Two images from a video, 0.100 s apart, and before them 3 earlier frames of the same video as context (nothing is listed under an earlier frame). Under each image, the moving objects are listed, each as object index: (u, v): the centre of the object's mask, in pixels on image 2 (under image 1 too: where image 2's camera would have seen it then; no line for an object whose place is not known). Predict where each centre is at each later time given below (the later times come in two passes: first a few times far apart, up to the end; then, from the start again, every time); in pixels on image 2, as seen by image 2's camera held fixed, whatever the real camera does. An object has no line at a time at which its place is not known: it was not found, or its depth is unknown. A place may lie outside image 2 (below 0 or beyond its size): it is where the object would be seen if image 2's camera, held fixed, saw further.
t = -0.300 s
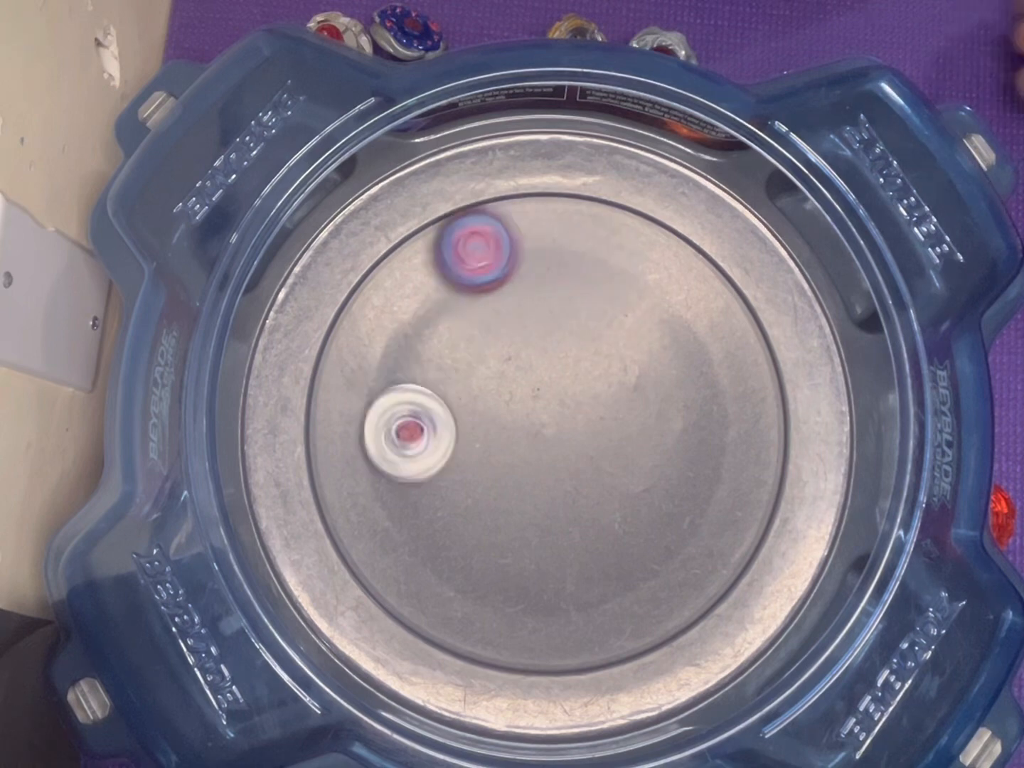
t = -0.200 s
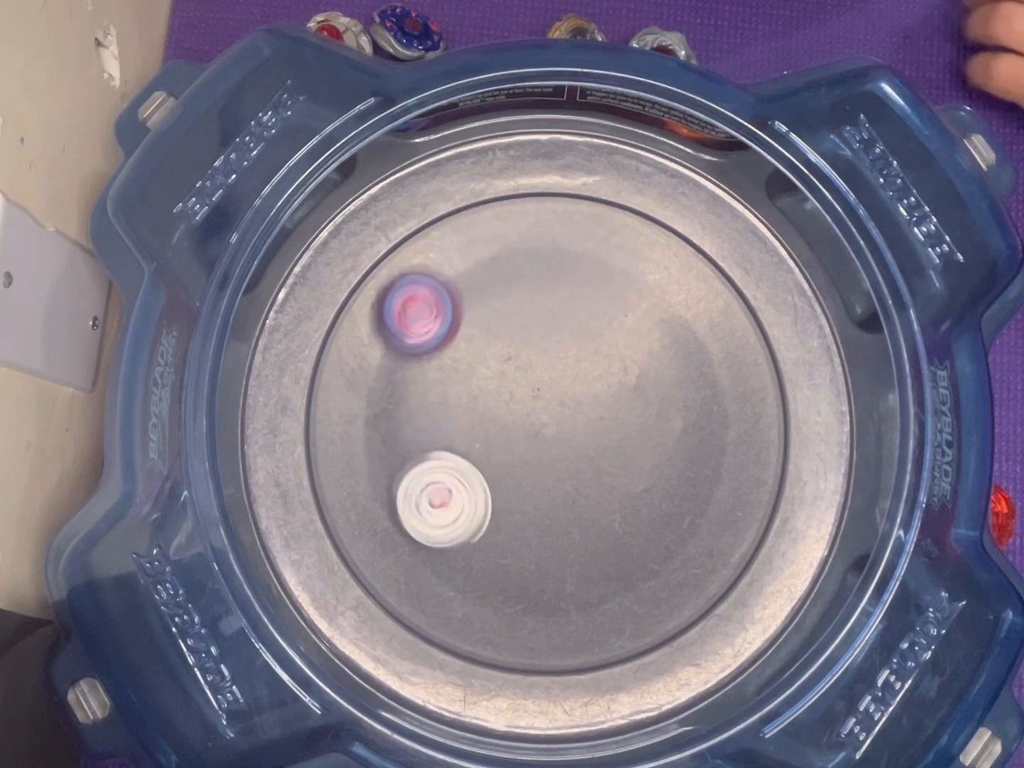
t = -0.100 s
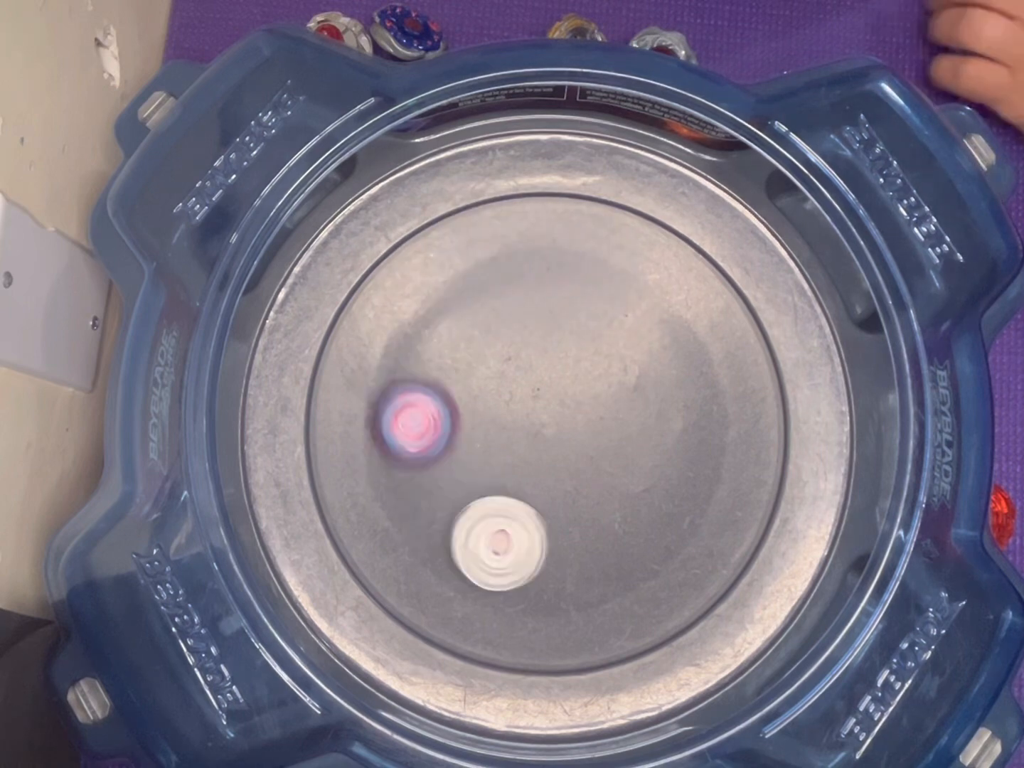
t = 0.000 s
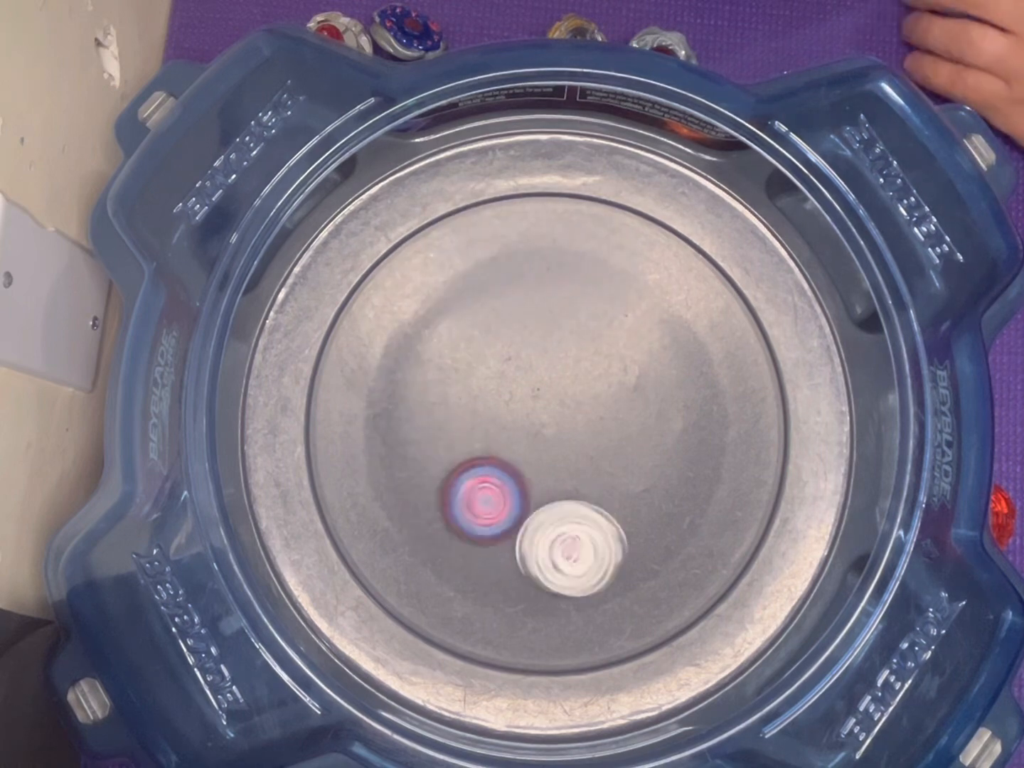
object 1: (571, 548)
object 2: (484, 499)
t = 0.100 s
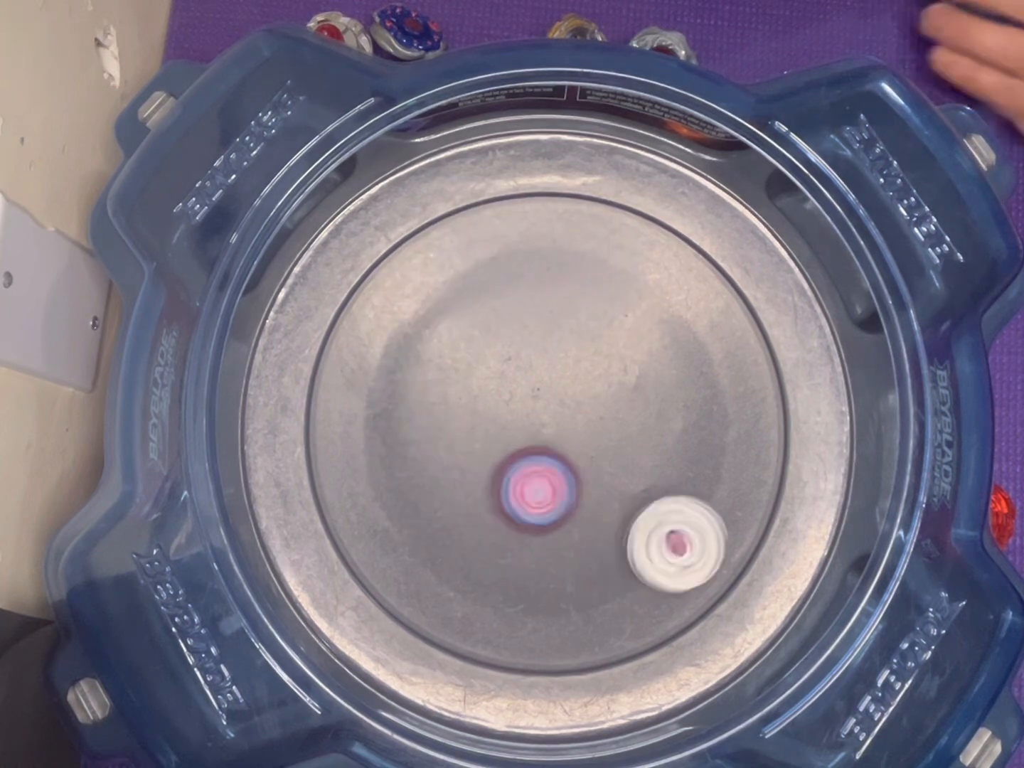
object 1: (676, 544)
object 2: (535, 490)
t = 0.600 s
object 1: (614, 348)
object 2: (521, 285)
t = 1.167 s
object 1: (677, 539)
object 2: (433, 626)
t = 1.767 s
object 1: (389, 281)
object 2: (570, 445)
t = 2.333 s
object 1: (505, 442)
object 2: (597, 485)
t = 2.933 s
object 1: (487, 352)
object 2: (579, 376)
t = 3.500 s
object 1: (565, 479)
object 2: (596, 585)
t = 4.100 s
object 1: (488, 388)
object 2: (376, 435)
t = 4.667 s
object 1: (623, 388)
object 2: (512, 428)
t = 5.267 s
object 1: (578, 492)
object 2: (498, 374)
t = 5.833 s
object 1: (546, 494)
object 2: (624, 400)
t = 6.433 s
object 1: (460, 415)
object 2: (531, 509)
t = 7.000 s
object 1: (586, 332)
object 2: (506, 464)
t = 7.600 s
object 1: (621, 470)
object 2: (455, 430)
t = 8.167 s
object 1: (501, 481)
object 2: (603, 386)
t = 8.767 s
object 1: (503, 371)
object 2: (545, 460)
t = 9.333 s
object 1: (597, 411)
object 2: (521, 463)
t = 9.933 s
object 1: (556, 458)
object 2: (512, 365)
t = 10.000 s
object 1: (542, 454)
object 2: (523, 364)
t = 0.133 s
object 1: (698, 529)
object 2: (562, 484)
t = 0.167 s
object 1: (713, 512)
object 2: (589, 475)
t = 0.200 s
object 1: (724, 494)
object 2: (613, 461)
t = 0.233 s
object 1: (730, 474)
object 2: (635, 442)
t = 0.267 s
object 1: (736, 456)
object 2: (650, 418)
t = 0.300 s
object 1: (744, 443)
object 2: (654, 392)
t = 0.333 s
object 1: (745, 427)
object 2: (653, 365)
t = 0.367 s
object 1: (743, 410)
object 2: (650, 339)
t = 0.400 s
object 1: (739, 392)
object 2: (646, 316)
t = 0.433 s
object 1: (729, 375)
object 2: (634, 295)
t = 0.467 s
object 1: (713, 361)
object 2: (616, 278)
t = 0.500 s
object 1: (692, 351)
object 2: (593, 268)
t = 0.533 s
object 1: (668, 346)
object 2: (570, 265)
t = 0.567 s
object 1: (641, 345)
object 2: (544, 271)
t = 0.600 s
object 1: (614, 348)
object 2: (521, 285)
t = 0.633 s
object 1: (586, 355)
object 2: (501, 305)
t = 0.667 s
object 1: (571, 369)
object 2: (473, 319)
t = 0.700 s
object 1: (563, 393)
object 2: (436, 328)
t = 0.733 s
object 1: (555, 414)
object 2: (413, 343)
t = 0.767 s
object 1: (548, 436)
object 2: (397, 366)
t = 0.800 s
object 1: (542, 455)
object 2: (391, 395)
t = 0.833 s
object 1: (538, 472)
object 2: (391, 428)
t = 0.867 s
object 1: (536, 488)
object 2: (398, 461)
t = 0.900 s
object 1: (536, 503)
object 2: (410, 492)
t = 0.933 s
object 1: (536, 517)
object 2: (429, 523)
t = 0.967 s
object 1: (553, 531)
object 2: (431, 542)
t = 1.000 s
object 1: (586, 546)
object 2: (410, 556)
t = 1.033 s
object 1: (612, 556)
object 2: (398, 571)
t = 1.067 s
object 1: (633, 561)
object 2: (397, 583)
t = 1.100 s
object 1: (652, 560)
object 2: (404, 598)
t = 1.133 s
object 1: (667, 552)
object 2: (418, 613)
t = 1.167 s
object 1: (677, 539)
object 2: (433, 626)
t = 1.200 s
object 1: (684, 523)
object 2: (455, 631)
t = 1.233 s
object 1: (685, 503)
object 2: (479, 632)
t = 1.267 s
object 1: (681, 482)
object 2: (501, 625)
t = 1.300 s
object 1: (671, 461)
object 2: (522, 611)
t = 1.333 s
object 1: (656, 442)
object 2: (544, 592)
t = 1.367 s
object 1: (637, 425)
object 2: (563, 569)
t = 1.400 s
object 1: (616, 412)
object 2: (578, 543)
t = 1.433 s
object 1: (594, 403)
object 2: (585, 515)
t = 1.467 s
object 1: (574, 396)
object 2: (589, 488)
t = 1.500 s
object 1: (551, 360)
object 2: (590, 505)
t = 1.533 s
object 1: (527, 329)
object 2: (590, 518)
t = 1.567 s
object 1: (503, 303)
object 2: (588, 521)
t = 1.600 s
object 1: (480, 287)
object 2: (586, 517)
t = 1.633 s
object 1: (460, 278)
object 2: (586, 509)
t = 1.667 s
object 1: (442, 274)
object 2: (587, 495)
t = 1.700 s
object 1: (424, 275)
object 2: (584, 479)
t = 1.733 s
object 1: (407, 278)
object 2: (579, 461)
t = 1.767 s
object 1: (389, 281)
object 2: (570, 445)
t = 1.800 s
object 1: (376, 285)
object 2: (558, 431)
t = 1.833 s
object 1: (361, 291)
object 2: (542, 420)
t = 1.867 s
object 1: (354, 305)
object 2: (526, 413)
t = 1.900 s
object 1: (349, 323)
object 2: (509, 407)
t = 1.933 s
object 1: (347, 341)
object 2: (492, 405)
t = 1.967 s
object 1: (350, 359)
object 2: (476, 407)
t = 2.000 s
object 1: (359, 377)
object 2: (461, 412)
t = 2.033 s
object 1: (367, 390)
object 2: (454, 423)
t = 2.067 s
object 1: (371, 400)
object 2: (464, 440)
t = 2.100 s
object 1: (378, 413)
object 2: (471, 457)
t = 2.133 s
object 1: (393, 427)
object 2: (479, 471)
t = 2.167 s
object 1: (411, 438)
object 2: (493, 483)
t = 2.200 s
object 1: (428, 444)
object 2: (515, 494)
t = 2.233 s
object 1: (448, 448)
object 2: (535, 497)
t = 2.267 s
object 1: (469, 449)
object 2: (555, 496)
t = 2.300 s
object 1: (490, 449)
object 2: (573, 489)
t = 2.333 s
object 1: (505, 442)
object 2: (597, 485)
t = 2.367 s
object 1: (514, 429)
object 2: (634, 486)
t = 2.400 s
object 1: (524, 418)
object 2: (661, 481)
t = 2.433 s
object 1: (534, 407)
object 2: (681, 468)
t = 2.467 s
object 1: (545, 395)
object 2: (694, 453)
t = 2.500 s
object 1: (554, 384)
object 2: (706, 434)
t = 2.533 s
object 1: (561, 373)
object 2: (711, 414)
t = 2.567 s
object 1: (566, 363)
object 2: (712, 393)
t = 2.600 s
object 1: (571, 353)
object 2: (707, 374)
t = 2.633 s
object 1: (574, 343)
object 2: (697, 357)
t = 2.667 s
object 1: (576, 333)
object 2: (683, 343)
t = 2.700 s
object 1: (574, 324)
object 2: (667, 334)
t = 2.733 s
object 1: (562, 313)
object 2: (665, 331)
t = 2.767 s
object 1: (549, 306)
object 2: (654, 329)
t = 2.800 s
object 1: (535, 305)
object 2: (637, 330)
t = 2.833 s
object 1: (521, 310)
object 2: (620, 336)
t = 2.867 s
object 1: (509, 321)
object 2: (602, 346)
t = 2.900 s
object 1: (499, 335)
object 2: (587, 359)
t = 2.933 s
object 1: (487, 352)
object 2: (579, 376)
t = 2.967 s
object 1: (478, 371)
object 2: (572, 395)
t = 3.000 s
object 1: (473, 391)
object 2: (564, 413)
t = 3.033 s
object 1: (470, 410)
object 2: (558, 432)
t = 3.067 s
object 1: (469, 426)
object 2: (555, 451)
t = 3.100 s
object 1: (460, 437)
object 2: (564, 477)
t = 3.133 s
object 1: (456, 446)
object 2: (569, 496)
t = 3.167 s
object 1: (457, 458)
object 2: (573, 513)
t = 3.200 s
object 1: (458, 468)
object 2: (575, 526)
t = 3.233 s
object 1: (460, 479)
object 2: (575, 541)
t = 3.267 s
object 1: (467, 490)
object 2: (576, 556)
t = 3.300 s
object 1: (478, 500)
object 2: (577, 568)
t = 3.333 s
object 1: (492, 506)
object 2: (580, 580)
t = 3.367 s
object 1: (507, 507)
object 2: (583, 589)
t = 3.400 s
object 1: (521, 506)
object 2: (588, 594)
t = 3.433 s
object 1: (538, 501)
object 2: (592, 596)
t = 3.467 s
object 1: (553, 491)
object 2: (595, 594)
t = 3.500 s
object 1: (565, 479)
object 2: (596, 585)
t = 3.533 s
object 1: (572, 465)
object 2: (593, 573)
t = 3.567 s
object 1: (579, 450)
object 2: (587, 561)
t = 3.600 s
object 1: (584, 435)
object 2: (580, 547)
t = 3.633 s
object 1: (585, 420)
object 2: (570, 534)
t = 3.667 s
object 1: (584, 405)
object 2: (559, 520)
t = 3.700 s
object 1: (580, 391)
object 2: (547, 509)
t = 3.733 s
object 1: (575, 380)
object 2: (533, 497)
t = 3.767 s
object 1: (569, 368)
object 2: (520, 487)
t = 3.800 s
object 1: (561, 359)
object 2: (504, 476)
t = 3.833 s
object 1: (550, 352)
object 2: (491, 466)
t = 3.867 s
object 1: (539, 347)
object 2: (477, 458)
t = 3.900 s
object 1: (529, 345)
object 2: (462, 449)
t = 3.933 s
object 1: (517, 344)
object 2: (449, 443)
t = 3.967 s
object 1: (504, 347)
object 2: (435, 437)
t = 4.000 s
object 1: (493, 355)
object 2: (422, 432)
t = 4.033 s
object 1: (484, 366)
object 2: (410, 429)
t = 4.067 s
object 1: (480, 379)
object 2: (401, 428)
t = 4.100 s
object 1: (488, 388)
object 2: (376, 435)
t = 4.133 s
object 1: (501, 398)
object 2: (350, 445)
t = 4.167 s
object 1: (516, 408)
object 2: (333, 453)
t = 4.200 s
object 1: (533, 414)
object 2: (323, 460)
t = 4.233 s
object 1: (546, 419)
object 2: (319, 469)
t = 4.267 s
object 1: (561, 423)
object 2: (330, 479)
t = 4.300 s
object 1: (575, 425)
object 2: (339, 486)
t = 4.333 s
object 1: (587, 423)
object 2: (351, 489)
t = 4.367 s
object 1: (596, 424)
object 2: (363, 491)
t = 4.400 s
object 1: (606, 423)
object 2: (378, 489)
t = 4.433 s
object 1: (617, 420)
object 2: (395, 487)
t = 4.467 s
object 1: (623, 415)
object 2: (413, 483)
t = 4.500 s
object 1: (629, 412)
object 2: (431, 478)
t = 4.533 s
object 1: (635, 407)
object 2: (449, 470)
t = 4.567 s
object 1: (636, 399)
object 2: (464, 461)
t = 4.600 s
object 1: (634, 394)
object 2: (482, 450)
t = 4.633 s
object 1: (631, 392)
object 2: (497, 439)
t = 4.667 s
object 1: (623, 388)
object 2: (512, 428)
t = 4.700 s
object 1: (614, 388)
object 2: (526, 417)
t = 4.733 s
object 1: (618, 389)
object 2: (514, 409)
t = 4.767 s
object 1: (621, 388)
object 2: (508, 402)
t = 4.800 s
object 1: (619, 388)
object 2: (510, 394)
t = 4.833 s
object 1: (615, 390)
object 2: (516, 384)
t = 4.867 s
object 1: (612, 394)
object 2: (522, 375)
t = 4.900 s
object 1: (611, 397)
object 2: (517, 363)
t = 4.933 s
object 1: (607, 404)
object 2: (513, 352)
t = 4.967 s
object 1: (605, 413)
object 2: (510, 344)
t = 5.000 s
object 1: (601, 420)
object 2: (505, 338)
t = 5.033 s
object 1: (595, 429)
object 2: (499, 334)
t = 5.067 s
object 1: (591, 439)
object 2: (494, 333)
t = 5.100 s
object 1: (588, 448)
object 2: (490, 334)
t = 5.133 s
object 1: (584, 458)
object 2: (487, 339)
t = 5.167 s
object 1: (582, 469)
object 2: (486, 347)
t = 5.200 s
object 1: (582, 477)
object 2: (487, 356)
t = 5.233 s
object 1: (580, 485)
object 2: (492, 365)
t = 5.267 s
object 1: (578, 492)
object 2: (498, 374)
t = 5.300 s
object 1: (580, 498)
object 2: (505, 384)
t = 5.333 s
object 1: (578, 502)
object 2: (513, 392)
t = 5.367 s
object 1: (577, 506)
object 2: (522, 401)
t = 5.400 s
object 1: (577, 507)
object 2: (532, 408)
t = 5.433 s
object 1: (574, 505)
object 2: (543, 414)
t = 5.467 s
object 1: (570, 508)
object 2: (554, 413)
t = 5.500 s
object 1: (571, 518)
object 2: (562, 408)
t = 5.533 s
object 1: (568, 524)
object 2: (570, 408)
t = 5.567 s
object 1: (568, 531)
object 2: (580, 409)
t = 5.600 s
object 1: (569, 533)
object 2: (591, 409)
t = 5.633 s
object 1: (568, 532)
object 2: (599, 410)
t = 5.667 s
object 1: (569, 529)
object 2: (608, 409)
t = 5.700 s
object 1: (567, 525)
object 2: (615, 407)
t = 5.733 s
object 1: (563, 519)
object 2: (620, 406)
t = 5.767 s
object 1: (560, 510)
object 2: (624, 404)
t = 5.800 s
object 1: (554, 502)
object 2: (624, 402)
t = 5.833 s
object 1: (546, 494)
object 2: (624, 400)
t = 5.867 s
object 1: (539, 483)
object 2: (620, 398)
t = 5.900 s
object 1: (529, 473)
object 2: (615, 399)
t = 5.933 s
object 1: (520, 464)
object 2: (608, 400)
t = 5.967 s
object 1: (510, 454)
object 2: (599, 404)
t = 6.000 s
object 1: (499, 446)
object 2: (590, 409)
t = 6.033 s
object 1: (492, 440)
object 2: (582, 415)
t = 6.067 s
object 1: (483, 433)
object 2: (574, 422)
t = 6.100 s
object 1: (476, 429)
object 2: (567, 430)
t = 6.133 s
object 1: (469, 423)
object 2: (560, 438)
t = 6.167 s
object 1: (461, 418)
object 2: (554, 446)
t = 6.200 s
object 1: (457, 416)
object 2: (548, 454)
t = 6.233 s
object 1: (451, 413)
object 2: (543, 463)
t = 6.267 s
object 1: (446, 413)
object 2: (538, 472)
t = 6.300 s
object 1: (446, 413)
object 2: (535, 481)
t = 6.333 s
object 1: (445, 412)
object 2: (532, 489)
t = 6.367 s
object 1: (449, 414)
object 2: (530, 498)
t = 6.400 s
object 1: (453, 413)
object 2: (531, 504)
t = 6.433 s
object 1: (460, 415)
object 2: (531, 509)
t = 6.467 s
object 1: (469, 415)
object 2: (533, 513)
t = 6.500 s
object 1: (478, 413)
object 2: (535, 514)
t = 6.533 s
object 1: (489, 413)
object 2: (538, 514)
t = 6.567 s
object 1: (502, 409)
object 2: (541, 510)
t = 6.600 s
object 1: (514, 407)
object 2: (544, 504)
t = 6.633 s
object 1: (526, 403)
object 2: (545, 495)
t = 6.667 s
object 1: (536, 397)
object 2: (543, 487)
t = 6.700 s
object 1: (548, 386)
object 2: (540, 488)
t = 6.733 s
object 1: (557, 374)
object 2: (536, 488)
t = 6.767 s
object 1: (563, 366)
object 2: (530, 488)
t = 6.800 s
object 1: (570, 358)
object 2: (527, 486)
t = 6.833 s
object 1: (572, 352)
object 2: (523, 484)
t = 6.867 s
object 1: (578, 347)
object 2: (519, 480)
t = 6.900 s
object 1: (580, 341)
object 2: (516, 478)
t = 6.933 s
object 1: (583, 338)
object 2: (513, 473)
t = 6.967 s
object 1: (586, 333)
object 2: (510, 470)
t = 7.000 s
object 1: (586, 332)
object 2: (506, 464)
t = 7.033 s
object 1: (587, 333)
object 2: (504, 460)
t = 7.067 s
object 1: (583, 335)
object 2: (501, 454)
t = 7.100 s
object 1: (582, 343)
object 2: (498, 451)
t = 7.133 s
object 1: (579, 348)
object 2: (496, 445)
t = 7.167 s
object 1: (576, 358)
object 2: (493, 440)
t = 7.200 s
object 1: (576, 367)
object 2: (491, 435)
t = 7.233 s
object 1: (572, 379)
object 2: (489, 431)
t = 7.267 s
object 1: (573, 392)
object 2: (488, 426)
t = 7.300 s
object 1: (581, 404)
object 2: (470, 424)
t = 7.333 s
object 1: (594, 417)
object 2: (457, 423)
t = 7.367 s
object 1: (599, 424)
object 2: (450, 423)
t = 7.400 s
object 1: (608, 434)
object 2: (445, 422)
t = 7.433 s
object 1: (612, 440)
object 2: (440, 423)
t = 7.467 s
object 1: (616, 448)
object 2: (438, 424)
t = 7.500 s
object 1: (619, 452)
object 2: (440, 427)
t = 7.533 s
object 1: (620, 459)
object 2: (442, 428)
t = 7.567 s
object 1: (622, 463)
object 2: (449, 430)
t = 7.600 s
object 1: (621, 470)
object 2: (455, 430)
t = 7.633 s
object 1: (621, 475)
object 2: (464, 428)
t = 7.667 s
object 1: (617, 481)
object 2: (472, 427)
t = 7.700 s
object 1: (616, 486)
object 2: (481, 424)
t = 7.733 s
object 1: (610, 491)
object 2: (490, 422)
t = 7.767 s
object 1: (606, 495)
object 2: (500, 419)
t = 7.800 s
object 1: (598, 498)
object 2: (509, 416)
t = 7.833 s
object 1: (593, 501)
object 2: (519, 413)
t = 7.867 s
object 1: (583, 501)
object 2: (529, 410)
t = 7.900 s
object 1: (576, 503)
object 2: (538, 408)
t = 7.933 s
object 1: (565, 501)
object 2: (547, 404)
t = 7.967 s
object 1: (556, 501)
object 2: (557, 401)
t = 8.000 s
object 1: (546, 499)
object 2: (566, 399)
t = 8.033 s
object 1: (537, 497)
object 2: (574, 395)
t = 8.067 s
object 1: (526, 493)
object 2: (582, 393)
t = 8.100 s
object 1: (518, 490)
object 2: (590, 390)
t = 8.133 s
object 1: (508, 485)
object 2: (597, 388)
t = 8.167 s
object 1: (501, 481)
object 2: (603, 386)
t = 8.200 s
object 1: (493, 474)
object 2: (608, 382)
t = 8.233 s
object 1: (488, 471)
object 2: (611, 382)
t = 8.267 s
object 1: (481, 463)
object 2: (612, 380)
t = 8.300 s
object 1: (478, 459)
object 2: (611, 380)
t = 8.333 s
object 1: (473, 451)
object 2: (610, 380)
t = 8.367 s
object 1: (471, 447)
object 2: (607, 382)
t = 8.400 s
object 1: (468, 439)
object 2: (601, 387)
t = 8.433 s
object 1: (468, 434)
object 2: (596, 393)
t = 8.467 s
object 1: (466, 425)
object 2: (592, 397)
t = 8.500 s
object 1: (468, 420)
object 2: (586, 404)
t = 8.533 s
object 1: (468, 412)
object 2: (581, 411)
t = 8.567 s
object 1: (472, 406)
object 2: (576, 418)
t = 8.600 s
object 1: (474, 399)
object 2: (570, 425)
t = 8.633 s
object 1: (480, 393)
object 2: (567, 431)
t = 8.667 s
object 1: (483, 387)
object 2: (560, 439)
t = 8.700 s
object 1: (490, 381)
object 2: (556, 446)
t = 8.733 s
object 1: (495, 377)
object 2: (550, 453)
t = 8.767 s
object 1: (503, 371)
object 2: (545, 460)
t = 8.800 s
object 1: (508, 369)
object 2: (540, 467)
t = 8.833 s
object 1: (516, 365)
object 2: (535, 474)
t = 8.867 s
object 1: (522, 364)
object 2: (531, 480)
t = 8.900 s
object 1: (530, 362)
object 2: (527, 487)
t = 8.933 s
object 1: (536, 363)
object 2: (524, 492)
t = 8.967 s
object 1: (543, 362)
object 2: (521, 497)
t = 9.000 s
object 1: (551, 365)
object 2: (518, 501)
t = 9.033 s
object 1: (556, 366)
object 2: (517, 503)
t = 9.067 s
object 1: (565, 371)
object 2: (518, 505)
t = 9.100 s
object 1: (568, 372)
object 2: (518, 504)
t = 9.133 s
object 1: (577, 378)
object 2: (520, 503)
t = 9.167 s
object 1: (579, 381)
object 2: (521, 499)
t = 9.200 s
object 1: (586, 386)
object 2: (522, 493)
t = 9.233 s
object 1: (588, 392)
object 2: (522, 486)
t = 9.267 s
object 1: (593, 397)
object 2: (522, 479)
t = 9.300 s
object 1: (594, 406)
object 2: (522, 471)
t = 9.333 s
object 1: (597, 411)
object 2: (521, 463)
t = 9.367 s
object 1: (601, 419)
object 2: (514, 456)
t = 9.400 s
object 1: (612, 423)
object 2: (500, 451)
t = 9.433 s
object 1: (622, 429)
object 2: (492, 446)
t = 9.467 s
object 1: (623, 430)
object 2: (486, 439)
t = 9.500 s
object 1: (627, 432)
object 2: (484, 433)
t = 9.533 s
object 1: (628, 436)
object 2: (482, 427)
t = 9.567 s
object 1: (631, 437)
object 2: (480, 419)
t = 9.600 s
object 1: (630, 441)
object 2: (479, 413)
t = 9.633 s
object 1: (625, 442)
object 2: (480, 407)
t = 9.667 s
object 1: (622, 446)
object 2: (481, 400)
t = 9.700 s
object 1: (615, 449)
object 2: (482, 394)
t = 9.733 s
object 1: (610, 451)
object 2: (485, 388)
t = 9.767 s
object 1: (602, 455)
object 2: (488, 383)
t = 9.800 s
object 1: (592, 455)
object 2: (491, 378)
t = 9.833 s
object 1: (584, 458)
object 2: (496, 373)
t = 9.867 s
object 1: (572, 458)
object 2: (500, 371)
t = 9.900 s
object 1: (565, 457)
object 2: (505, 368)
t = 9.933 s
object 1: (556, 458)
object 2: (512, 365)
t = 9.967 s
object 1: (547, 454)
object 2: (517, 364)
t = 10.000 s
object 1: (542, 454)
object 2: (523, 364)
